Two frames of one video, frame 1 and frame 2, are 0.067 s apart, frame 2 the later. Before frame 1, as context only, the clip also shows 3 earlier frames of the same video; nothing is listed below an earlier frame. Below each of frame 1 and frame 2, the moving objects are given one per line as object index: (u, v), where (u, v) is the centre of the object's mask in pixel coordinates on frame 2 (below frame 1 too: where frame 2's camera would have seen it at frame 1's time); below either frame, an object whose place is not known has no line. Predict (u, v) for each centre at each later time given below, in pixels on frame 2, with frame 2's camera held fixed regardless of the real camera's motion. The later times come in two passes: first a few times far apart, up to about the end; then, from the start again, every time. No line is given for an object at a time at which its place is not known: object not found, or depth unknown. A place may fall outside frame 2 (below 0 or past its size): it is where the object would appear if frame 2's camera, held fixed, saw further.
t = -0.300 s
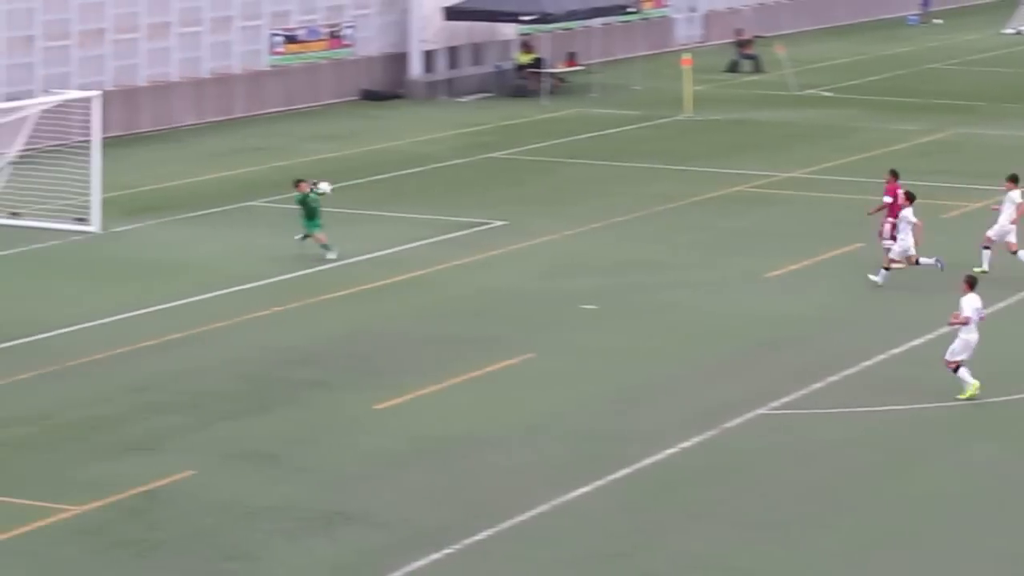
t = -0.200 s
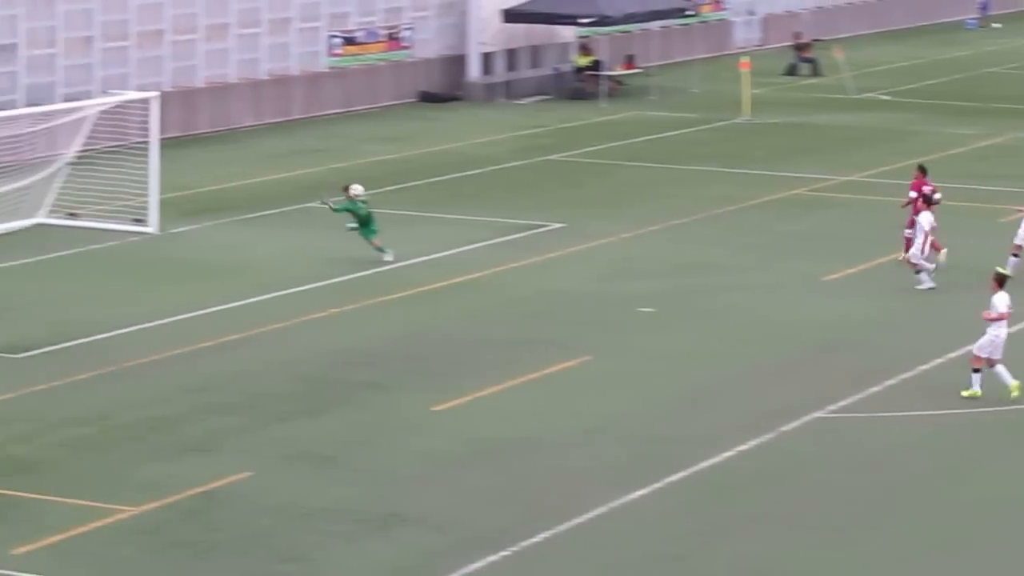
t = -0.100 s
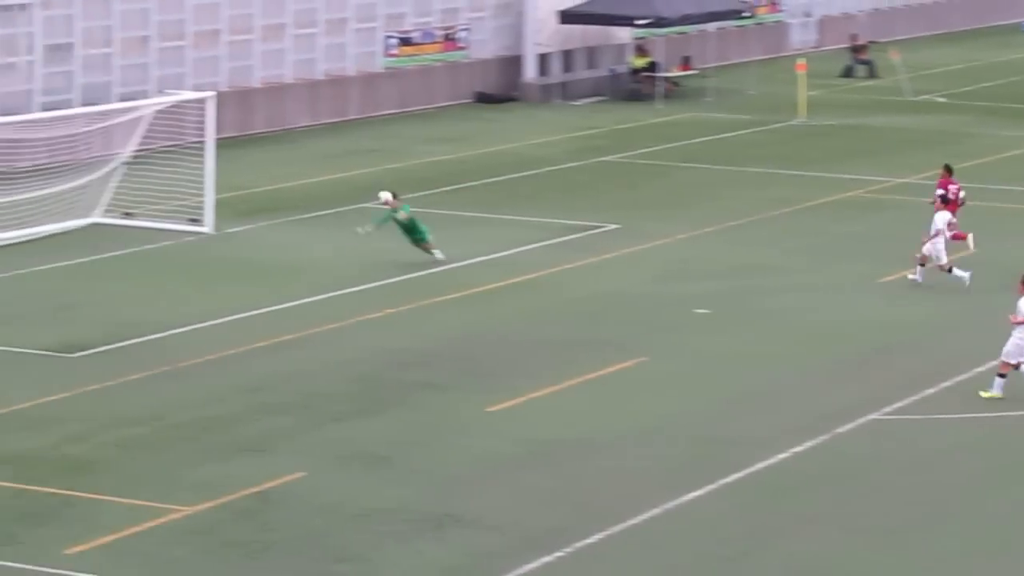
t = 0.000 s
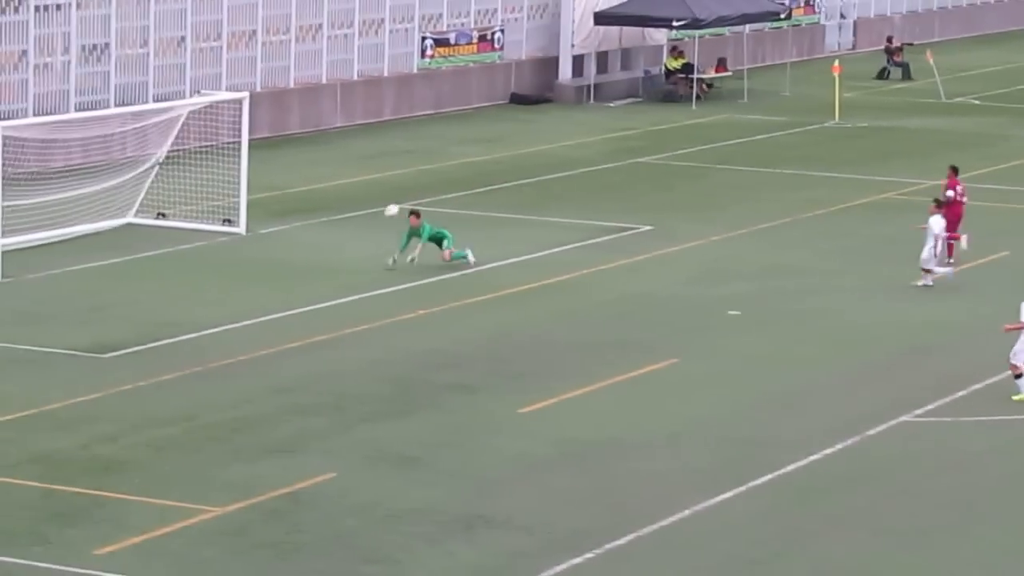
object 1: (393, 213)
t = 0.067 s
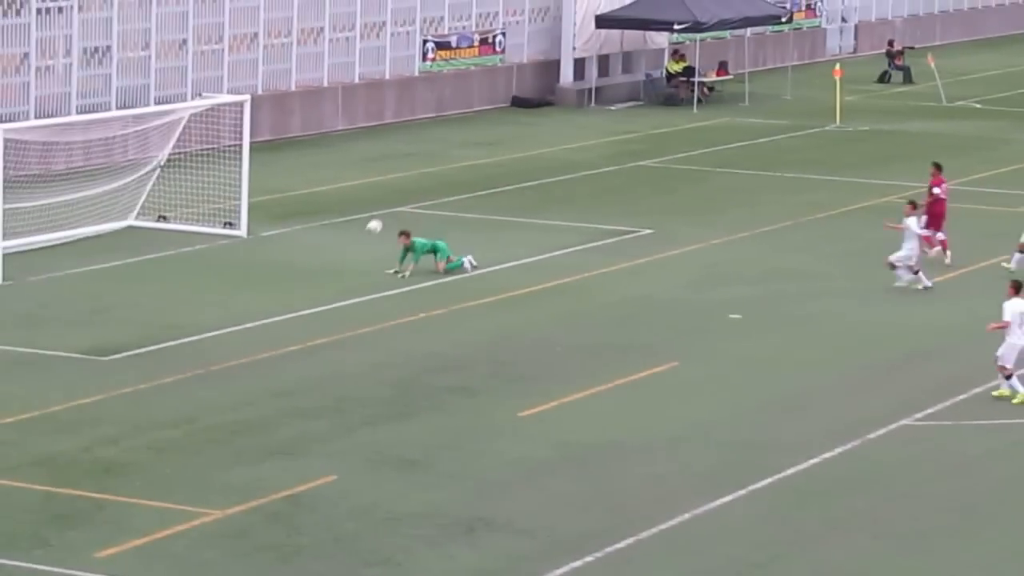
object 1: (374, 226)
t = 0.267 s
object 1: (317, 281)
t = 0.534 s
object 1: (285, 267)
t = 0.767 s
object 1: (265, 263)
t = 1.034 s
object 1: (242, 302)
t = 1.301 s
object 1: (212, 318)
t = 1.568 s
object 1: (179, 335)
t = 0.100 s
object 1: (365, 233)
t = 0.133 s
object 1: (355, 241)
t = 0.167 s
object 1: (346, 250)
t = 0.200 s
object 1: (337, 260)
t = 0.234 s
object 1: (327, 270)
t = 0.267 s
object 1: (317, 281)
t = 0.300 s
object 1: (307, 294)
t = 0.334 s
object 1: (300, 301)
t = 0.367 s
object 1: (298, 293)
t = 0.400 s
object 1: (295, 287)
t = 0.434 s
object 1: (293, 280)
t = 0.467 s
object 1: (289, 276)
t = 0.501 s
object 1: (287, 271)
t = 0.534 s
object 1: (285, 267)
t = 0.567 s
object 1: (281, 265)
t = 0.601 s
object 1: (279, 262)
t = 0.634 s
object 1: (276, 261)
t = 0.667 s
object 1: (273, 260)
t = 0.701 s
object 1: (271, 260)
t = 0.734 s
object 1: (267, 261)
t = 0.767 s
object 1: (265, 263)
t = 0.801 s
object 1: (262, 265)
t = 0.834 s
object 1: (259, 268)
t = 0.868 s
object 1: (256, 271)
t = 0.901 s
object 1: (254, 276)
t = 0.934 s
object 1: (250, 281)
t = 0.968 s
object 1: (248, 288)
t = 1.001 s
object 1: (245, 294)
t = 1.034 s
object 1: (242, 302)
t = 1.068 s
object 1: (239, 310)
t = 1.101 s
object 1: (236, 320)
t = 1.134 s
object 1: (233, 330)
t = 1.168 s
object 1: (229, 328)
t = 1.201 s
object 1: (225, 324)
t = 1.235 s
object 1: (221, 322)
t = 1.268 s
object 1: (217, 320)
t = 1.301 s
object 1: (212, 318)
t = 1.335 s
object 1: (209, 318)
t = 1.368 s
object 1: (204, 318)
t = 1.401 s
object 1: (200, 319)
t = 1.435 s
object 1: (196, 320)
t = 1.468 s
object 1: (191, 323)
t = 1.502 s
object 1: (188, 327)
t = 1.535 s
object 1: (183, 330)
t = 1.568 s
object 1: (179, 335)
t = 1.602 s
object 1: (174, 341)
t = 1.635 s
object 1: (169, 348)
